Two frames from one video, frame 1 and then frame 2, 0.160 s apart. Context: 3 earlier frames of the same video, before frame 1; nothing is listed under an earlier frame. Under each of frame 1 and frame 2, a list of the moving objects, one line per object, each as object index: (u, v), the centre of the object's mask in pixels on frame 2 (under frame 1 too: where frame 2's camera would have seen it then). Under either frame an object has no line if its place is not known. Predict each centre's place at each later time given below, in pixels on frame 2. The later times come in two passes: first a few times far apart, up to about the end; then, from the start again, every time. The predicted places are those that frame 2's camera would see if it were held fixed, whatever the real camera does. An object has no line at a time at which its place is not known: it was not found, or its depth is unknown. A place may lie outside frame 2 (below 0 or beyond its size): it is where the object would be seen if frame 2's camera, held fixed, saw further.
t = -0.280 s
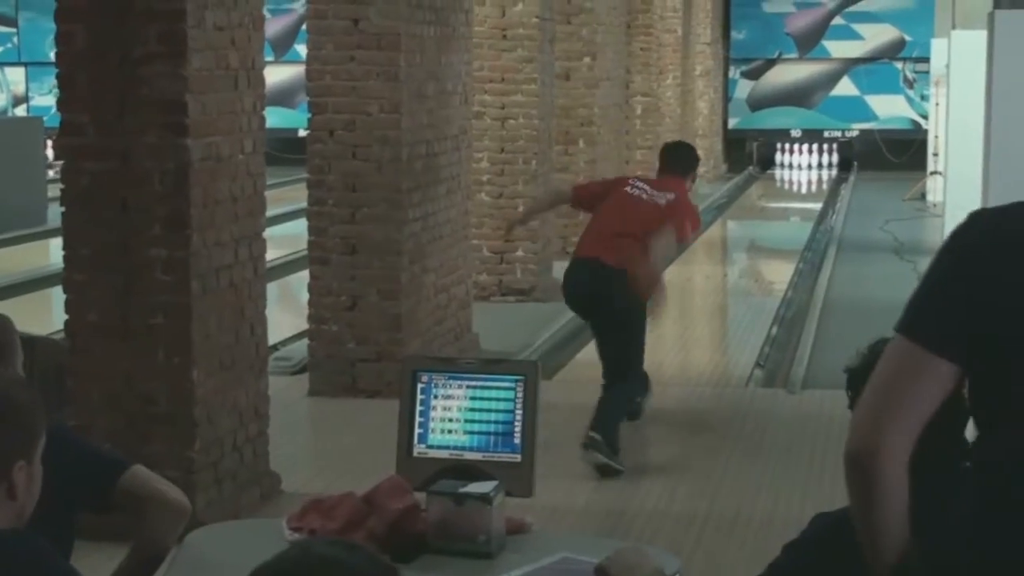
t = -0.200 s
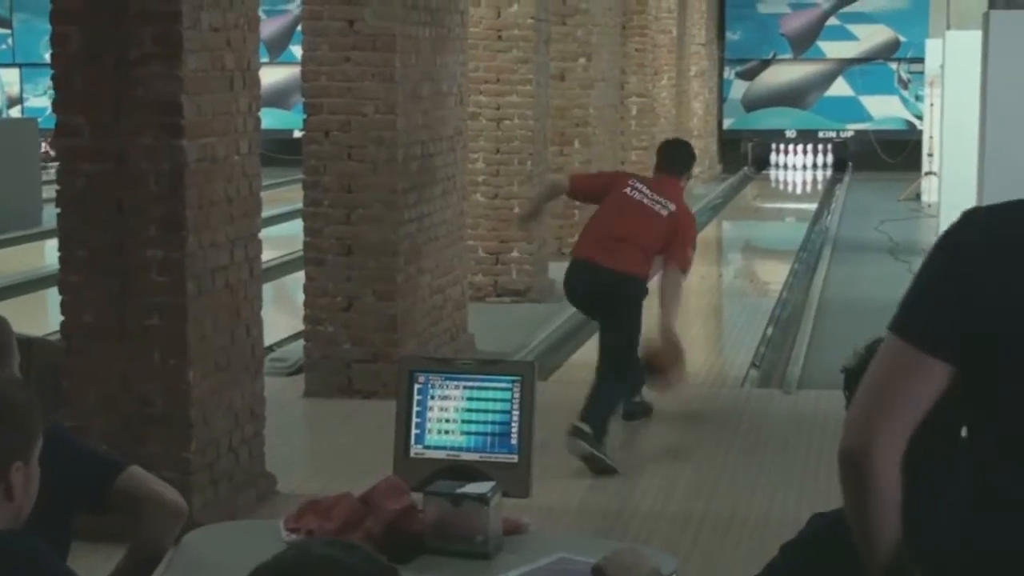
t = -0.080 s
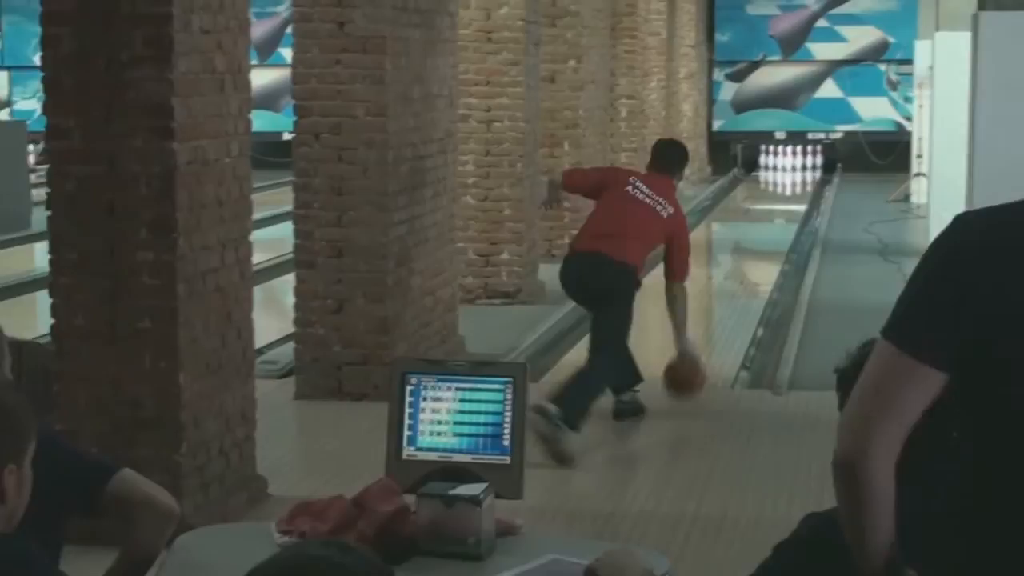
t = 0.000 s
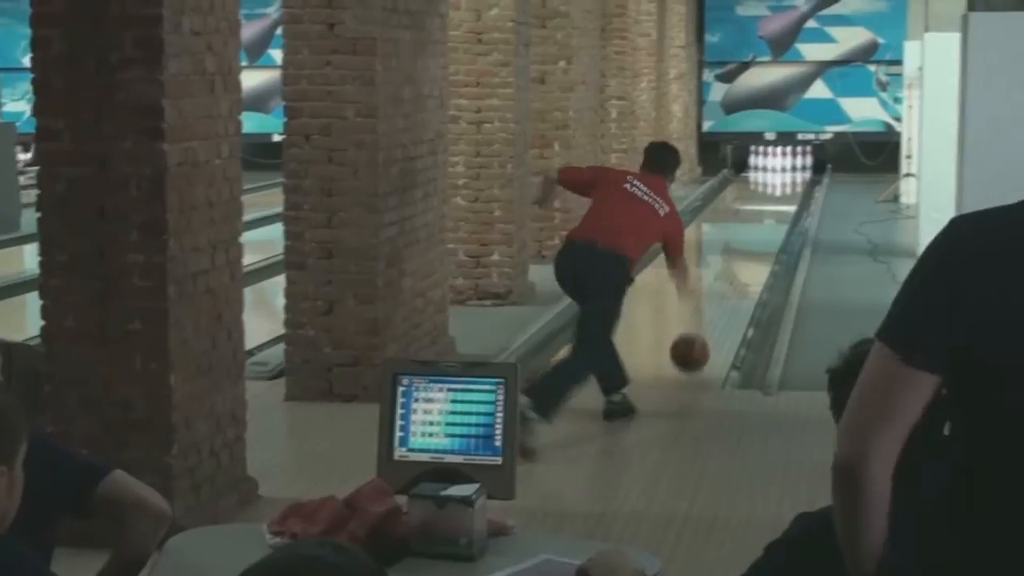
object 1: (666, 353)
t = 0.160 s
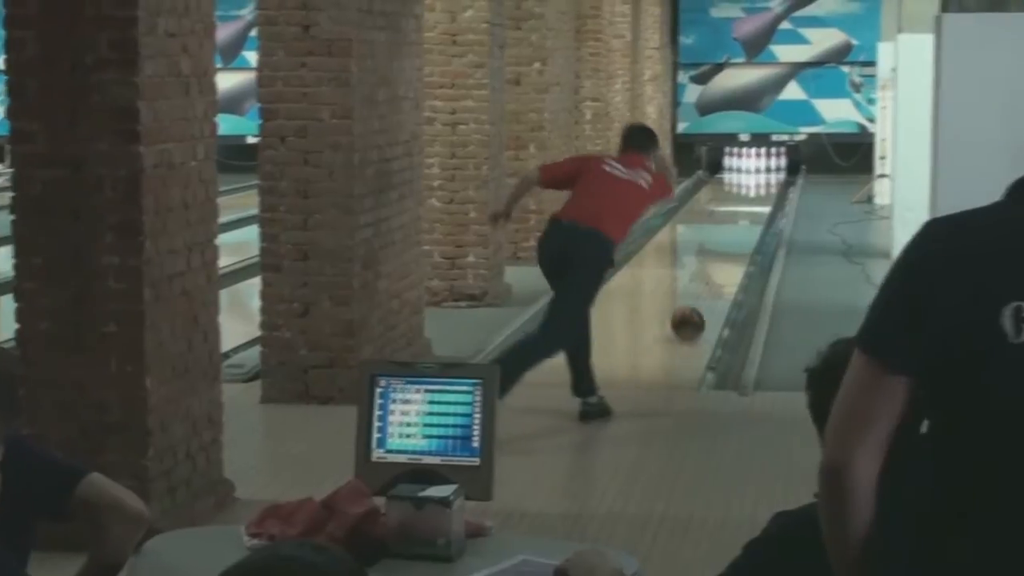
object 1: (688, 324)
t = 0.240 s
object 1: (697, 307)
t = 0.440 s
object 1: (714, 274)
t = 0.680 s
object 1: (730, 243)
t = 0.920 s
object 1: (741, 221)
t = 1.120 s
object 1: (748, 207)
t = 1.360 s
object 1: (754, 193)
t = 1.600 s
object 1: (759, 181)
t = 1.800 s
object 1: (762, 174)
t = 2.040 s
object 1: (763, 168)
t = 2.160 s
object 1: (763, 164)
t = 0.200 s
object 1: (692, 314)
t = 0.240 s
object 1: (697, 307)
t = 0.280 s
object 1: (701, 299)
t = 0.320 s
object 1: (705, 292)
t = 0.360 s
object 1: (708, 285)
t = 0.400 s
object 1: (712, 279)
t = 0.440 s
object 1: (714, 274)
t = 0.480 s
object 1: (718, 268)
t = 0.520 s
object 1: (721, 263)
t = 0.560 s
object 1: (724, 257)
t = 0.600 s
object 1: (726, 252)
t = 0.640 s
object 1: (728, 248)
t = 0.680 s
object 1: (730, 243)
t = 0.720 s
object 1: (732, 240)
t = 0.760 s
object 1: (734, 235)
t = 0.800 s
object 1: (736, 232)
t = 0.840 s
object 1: (738, 228)
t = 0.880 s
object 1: (739, 225)
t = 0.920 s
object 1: (741, 221)
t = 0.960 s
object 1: (742, 219)
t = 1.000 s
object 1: (743, 215)
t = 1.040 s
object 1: (745, 213)
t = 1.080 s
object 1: (746, 210)
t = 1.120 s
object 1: (748, 207)
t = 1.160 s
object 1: (749, 205)
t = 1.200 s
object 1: (750, 202)
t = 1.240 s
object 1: (752, 199)
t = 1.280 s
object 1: (752, 197)
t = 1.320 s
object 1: (753, 195)
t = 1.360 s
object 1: (754, 193)
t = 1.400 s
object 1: (755, 190)
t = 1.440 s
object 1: (756, 189)
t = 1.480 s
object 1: (756, 186)
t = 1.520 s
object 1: (757, 185)
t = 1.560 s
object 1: (758, 183)
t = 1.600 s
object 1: (759, 181)
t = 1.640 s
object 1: (760, 180)
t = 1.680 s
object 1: (760, 178)
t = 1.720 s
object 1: (761, 177)
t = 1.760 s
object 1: (761, 175)
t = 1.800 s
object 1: (762, 174)
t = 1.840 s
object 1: (762, 172)
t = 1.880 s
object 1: (762, 171)
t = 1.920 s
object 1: (763, 170)
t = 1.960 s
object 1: (763, 169)
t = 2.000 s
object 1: (763, 168)
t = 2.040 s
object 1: (763, 168)
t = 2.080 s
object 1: (764, 166)
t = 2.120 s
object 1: (764, 165)
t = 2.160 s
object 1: (763, 164)
